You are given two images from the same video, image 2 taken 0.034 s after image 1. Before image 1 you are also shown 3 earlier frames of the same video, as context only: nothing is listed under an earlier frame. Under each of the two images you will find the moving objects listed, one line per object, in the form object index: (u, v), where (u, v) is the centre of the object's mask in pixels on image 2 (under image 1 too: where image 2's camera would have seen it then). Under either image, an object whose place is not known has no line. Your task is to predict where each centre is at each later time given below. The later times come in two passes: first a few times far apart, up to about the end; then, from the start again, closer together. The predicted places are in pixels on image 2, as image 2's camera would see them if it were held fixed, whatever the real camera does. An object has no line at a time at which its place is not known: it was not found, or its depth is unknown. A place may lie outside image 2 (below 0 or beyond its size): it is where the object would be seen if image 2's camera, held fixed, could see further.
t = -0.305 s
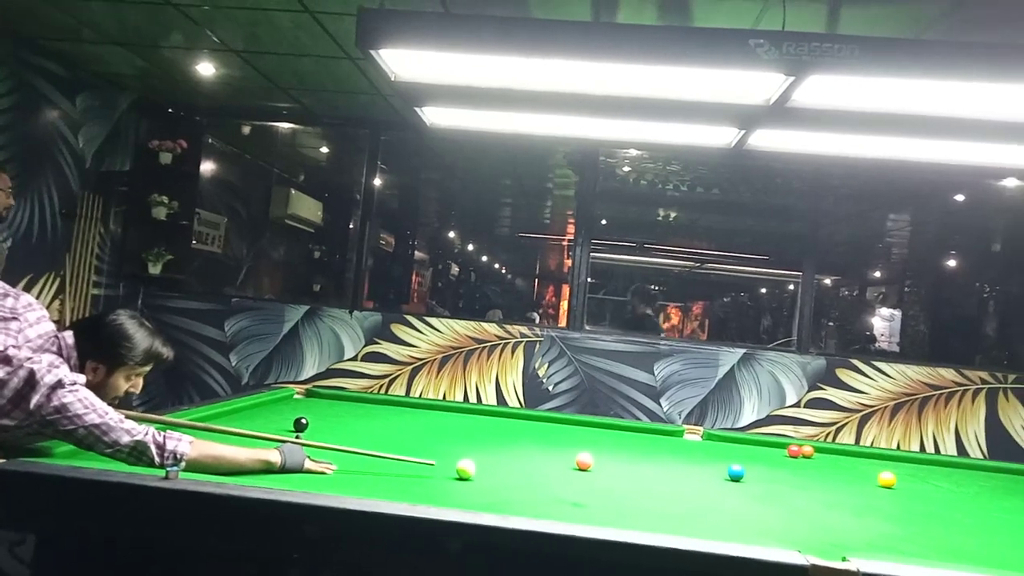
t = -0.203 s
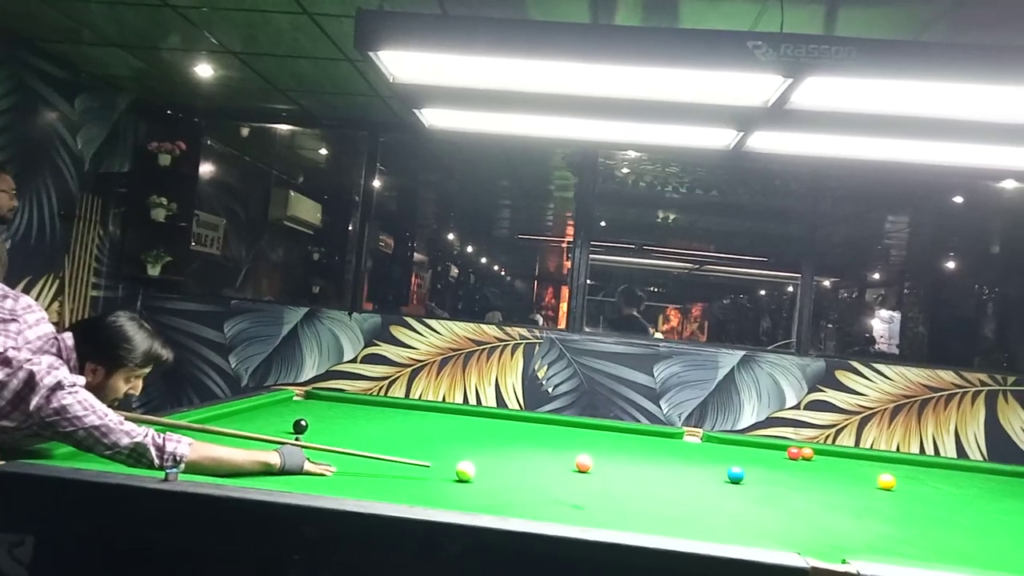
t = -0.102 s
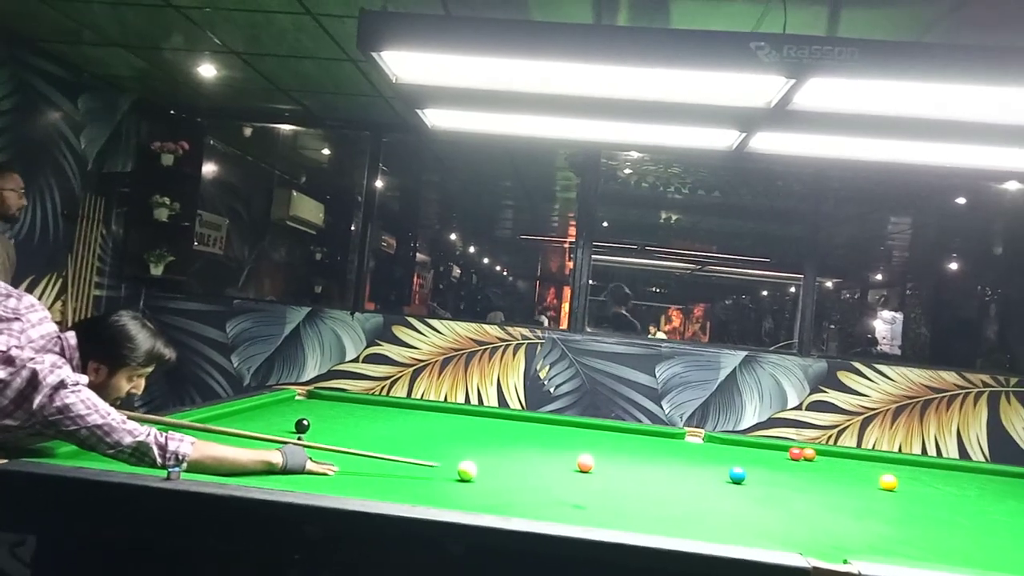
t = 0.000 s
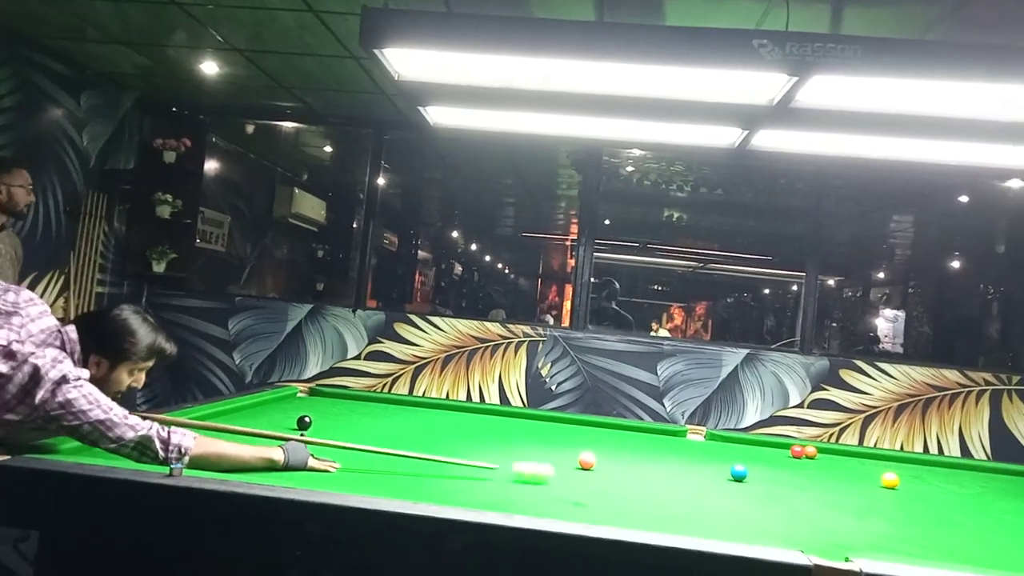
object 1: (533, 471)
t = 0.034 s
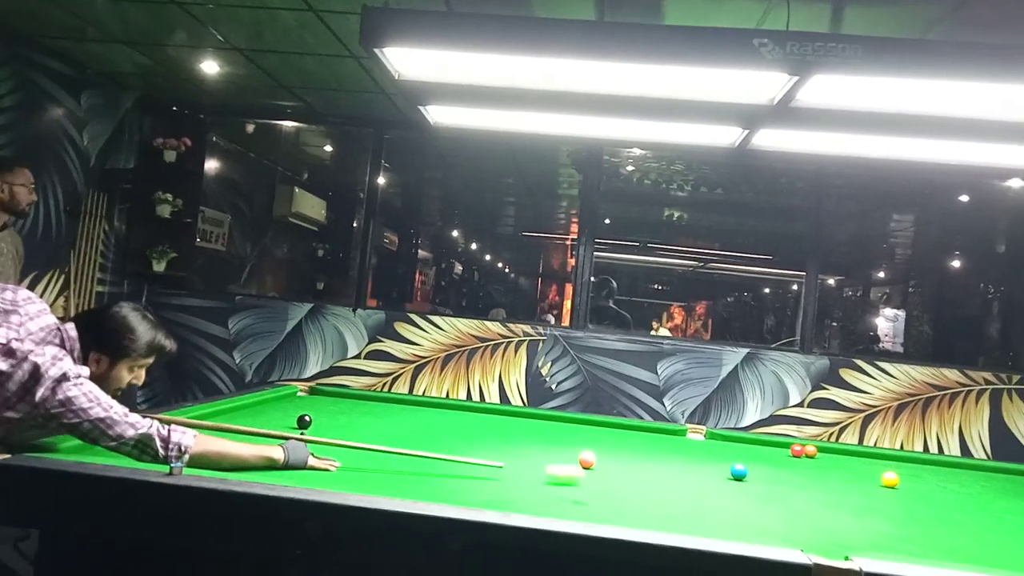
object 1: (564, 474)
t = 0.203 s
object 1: (710, 486)
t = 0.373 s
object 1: (837, 496)
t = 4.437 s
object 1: (283, 465)
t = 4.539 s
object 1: (253, 463)
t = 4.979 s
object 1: (126, 452)
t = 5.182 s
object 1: (71, 448)
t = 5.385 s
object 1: (81, 450)
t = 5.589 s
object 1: (103, 449)
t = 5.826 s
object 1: (122, 448)
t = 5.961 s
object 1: (134, 446)
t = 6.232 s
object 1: (153, 443)
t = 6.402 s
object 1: (164, 441)
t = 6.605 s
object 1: (172, 439)
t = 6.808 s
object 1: (186, 437)
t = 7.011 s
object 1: (191, 436)
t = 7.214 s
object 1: (197, 434)
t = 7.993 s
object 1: (212, 430)
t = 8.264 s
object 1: (215, 429)
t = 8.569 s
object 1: (216, 429)
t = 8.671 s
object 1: (216, 429)
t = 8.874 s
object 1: (216, 429)
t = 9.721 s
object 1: (216, 429)
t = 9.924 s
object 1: (216, 429)
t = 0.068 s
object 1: (596, 476)
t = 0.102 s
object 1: (627, 478)
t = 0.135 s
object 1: (655, 481)
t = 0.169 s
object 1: (683, 484)
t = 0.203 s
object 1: (710, 486)
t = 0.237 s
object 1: (736, 488)
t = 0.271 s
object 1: (763, 491)
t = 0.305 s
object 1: (787, 492)
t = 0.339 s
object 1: (813, 494)
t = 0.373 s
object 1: (837, 496)
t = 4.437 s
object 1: (283, 465)
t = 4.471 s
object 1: (274, 465)
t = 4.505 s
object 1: (263, 464)
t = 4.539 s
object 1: (253, 463)
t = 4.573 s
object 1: (243, 462)
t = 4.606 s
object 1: (232, 461)
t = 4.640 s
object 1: (222, 461)
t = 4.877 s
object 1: (156, 454)
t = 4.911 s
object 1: (145, 454)
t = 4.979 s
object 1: (126, 452)
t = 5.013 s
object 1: (116, 451)
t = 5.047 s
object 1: (109, 451)
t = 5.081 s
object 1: (99, 450)
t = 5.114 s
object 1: (88, 449)
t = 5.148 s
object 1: (79, 448)
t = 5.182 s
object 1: (71, 448)
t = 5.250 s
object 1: (71, 449)
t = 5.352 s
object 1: (76, 450)
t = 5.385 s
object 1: (81, 450)
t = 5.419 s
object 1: (85, 450)
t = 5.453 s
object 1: (87, 450)
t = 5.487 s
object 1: (92, 450)
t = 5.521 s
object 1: (96, 450)
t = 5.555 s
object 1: (99, 450)
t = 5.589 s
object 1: (103, 449)
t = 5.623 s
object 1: (106, 449)
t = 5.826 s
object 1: (122, 448)
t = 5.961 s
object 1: (134, 446)
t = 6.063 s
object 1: (141, 445)
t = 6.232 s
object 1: (153, 443)
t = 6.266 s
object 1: (155, 443)
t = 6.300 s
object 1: (158, 442)
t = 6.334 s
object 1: (160, 442)
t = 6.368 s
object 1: (162, 441)
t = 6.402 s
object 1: (164, 441)
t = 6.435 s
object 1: (166, 441)
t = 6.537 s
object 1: (169, 440)
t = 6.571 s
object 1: (171, 440)
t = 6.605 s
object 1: (172, 439)
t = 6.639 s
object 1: (175, 438)
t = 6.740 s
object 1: (181, 437)
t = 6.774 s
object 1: (183, 438)
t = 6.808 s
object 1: (186, 437)
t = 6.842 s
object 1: (187, 437)
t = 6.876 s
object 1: (188, 437)
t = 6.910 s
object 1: (189, 436)
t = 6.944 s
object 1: (190, 436)
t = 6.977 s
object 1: (190, 436)
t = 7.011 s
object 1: (191, 436)
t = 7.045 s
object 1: (192, 435)
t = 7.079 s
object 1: (194, 435)
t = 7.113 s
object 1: (194, 435)
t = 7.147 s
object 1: (194, 434)
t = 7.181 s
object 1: (194, 434)
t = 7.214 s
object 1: (197, 434)
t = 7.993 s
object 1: (212, 430)
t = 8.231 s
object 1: (215, 429)
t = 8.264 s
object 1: (215, 429)
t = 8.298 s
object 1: (215, 429)
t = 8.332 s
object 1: (215, 429)
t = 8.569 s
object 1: (216, 429)
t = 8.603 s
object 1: (216, 429)
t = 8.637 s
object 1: (216, 429)
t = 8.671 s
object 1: (216, 429)
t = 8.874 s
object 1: (216, 429)
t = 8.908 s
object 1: (216, 429)
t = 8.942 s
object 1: (215, 429)
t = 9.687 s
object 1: (216, 429)
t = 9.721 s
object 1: (216, 429)
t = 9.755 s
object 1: (216, 429)
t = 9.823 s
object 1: (216, 429)
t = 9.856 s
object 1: (216, 429)
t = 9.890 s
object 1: (216, 429)
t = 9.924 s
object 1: (216, 429)
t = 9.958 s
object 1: (216, 429)
